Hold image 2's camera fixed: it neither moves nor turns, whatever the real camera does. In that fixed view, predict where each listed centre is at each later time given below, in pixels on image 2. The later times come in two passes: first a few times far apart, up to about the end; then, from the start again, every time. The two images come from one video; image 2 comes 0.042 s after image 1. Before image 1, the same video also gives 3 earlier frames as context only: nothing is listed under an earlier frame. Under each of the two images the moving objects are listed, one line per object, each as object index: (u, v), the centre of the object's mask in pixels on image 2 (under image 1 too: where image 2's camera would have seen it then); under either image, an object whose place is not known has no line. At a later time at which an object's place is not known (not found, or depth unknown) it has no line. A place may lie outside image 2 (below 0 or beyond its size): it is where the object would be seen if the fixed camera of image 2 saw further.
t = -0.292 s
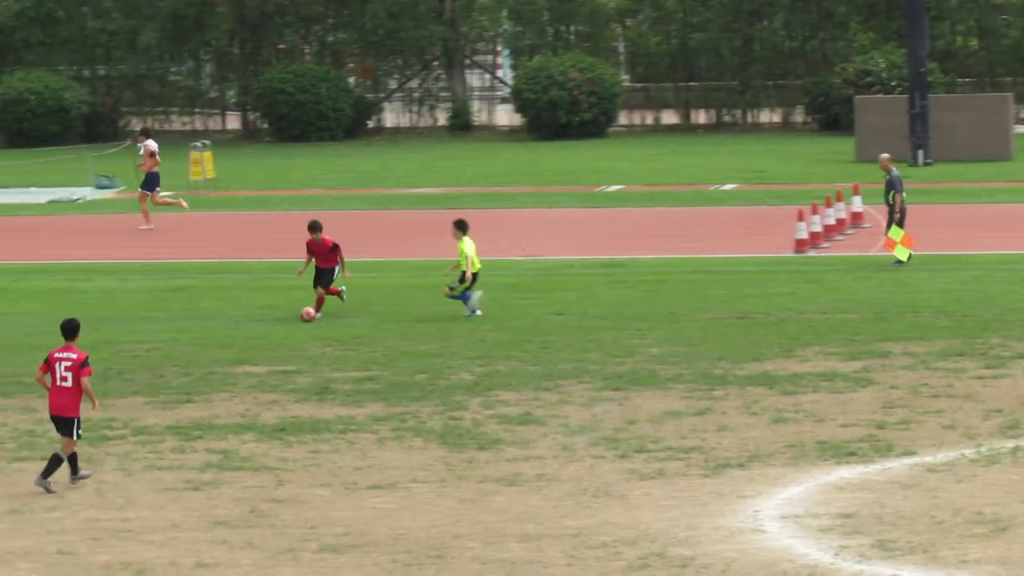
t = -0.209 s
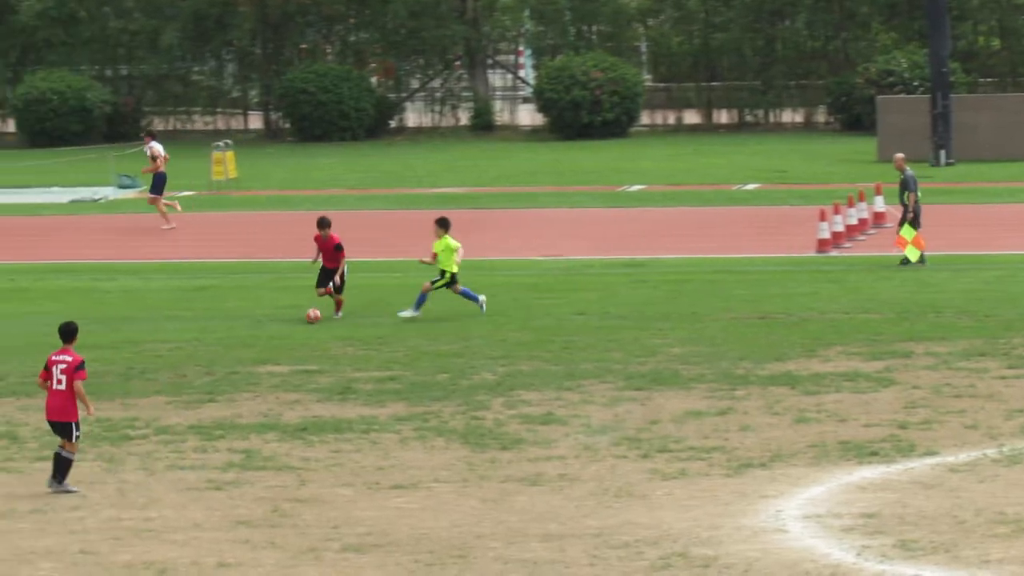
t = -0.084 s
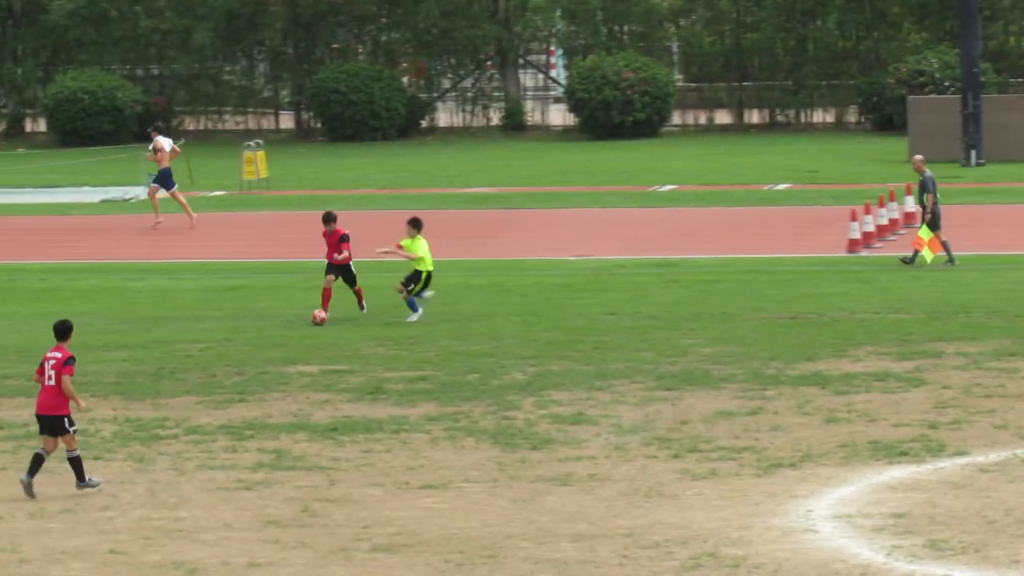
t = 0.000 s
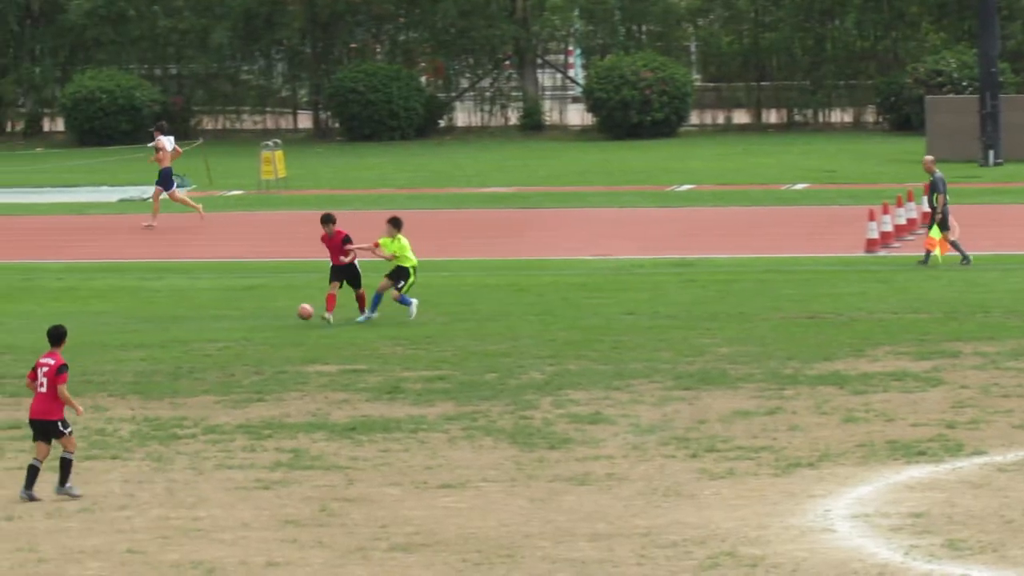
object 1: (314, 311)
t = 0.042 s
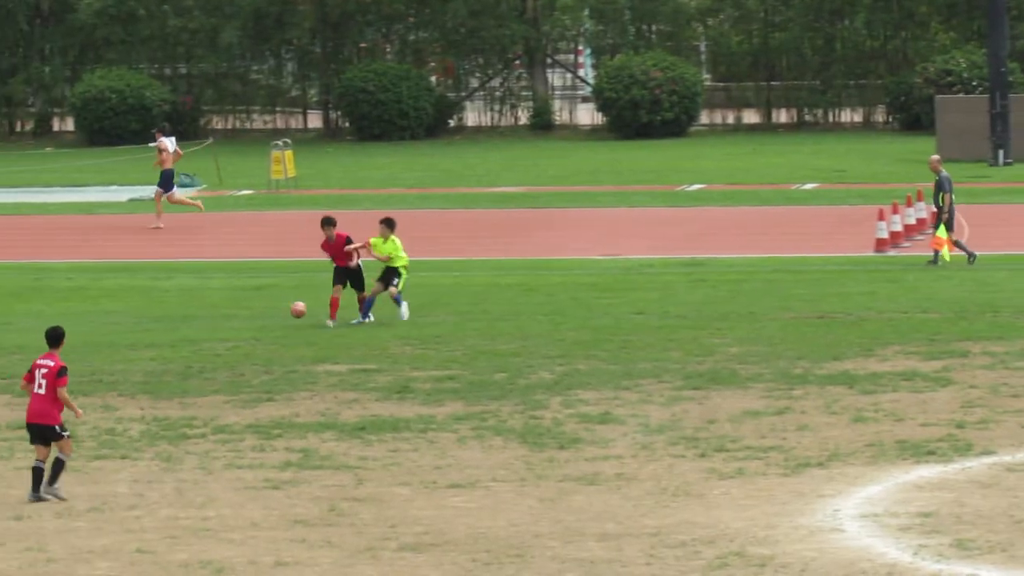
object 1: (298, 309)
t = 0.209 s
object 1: (233, 313)
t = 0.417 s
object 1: (146, 345)
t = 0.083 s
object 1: (283, 309)
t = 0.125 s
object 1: (267, 309)
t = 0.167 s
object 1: (250, 311)
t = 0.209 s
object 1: (233, 313)
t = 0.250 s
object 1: (216, 317)
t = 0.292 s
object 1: (198, 322)
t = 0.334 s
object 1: (181, 329)
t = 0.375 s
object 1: (163, 337)
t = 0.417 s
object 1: (146, 345)
